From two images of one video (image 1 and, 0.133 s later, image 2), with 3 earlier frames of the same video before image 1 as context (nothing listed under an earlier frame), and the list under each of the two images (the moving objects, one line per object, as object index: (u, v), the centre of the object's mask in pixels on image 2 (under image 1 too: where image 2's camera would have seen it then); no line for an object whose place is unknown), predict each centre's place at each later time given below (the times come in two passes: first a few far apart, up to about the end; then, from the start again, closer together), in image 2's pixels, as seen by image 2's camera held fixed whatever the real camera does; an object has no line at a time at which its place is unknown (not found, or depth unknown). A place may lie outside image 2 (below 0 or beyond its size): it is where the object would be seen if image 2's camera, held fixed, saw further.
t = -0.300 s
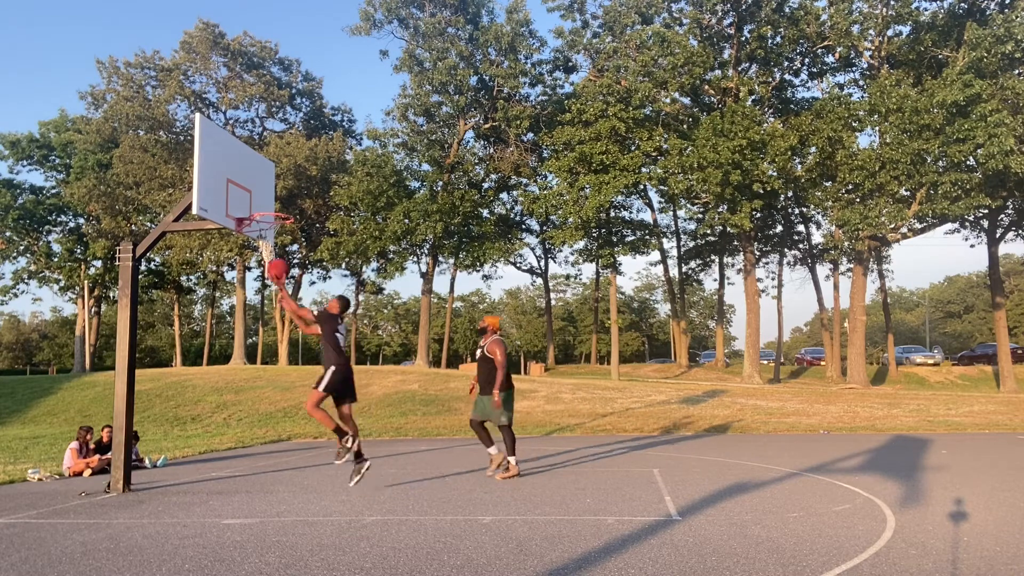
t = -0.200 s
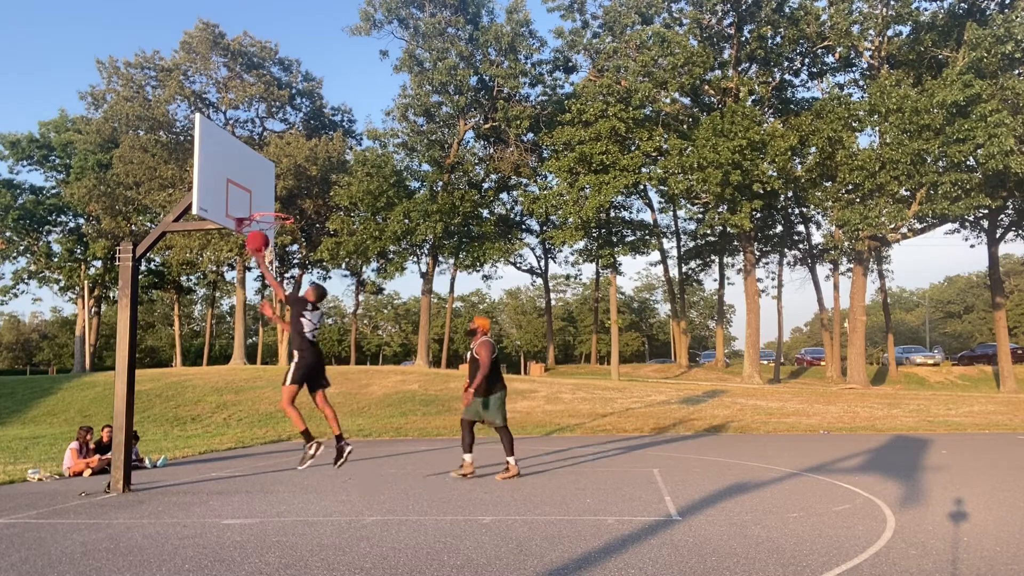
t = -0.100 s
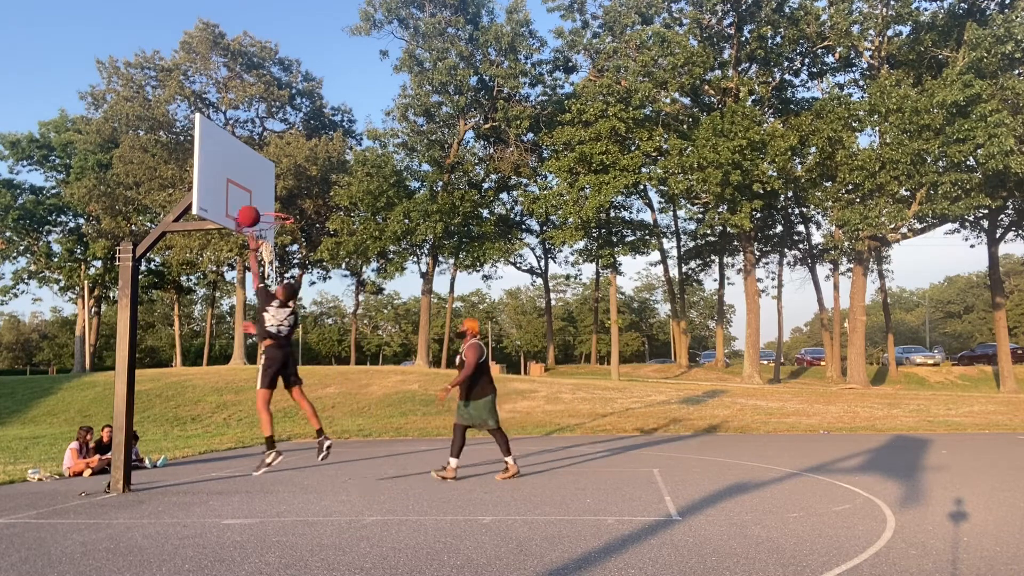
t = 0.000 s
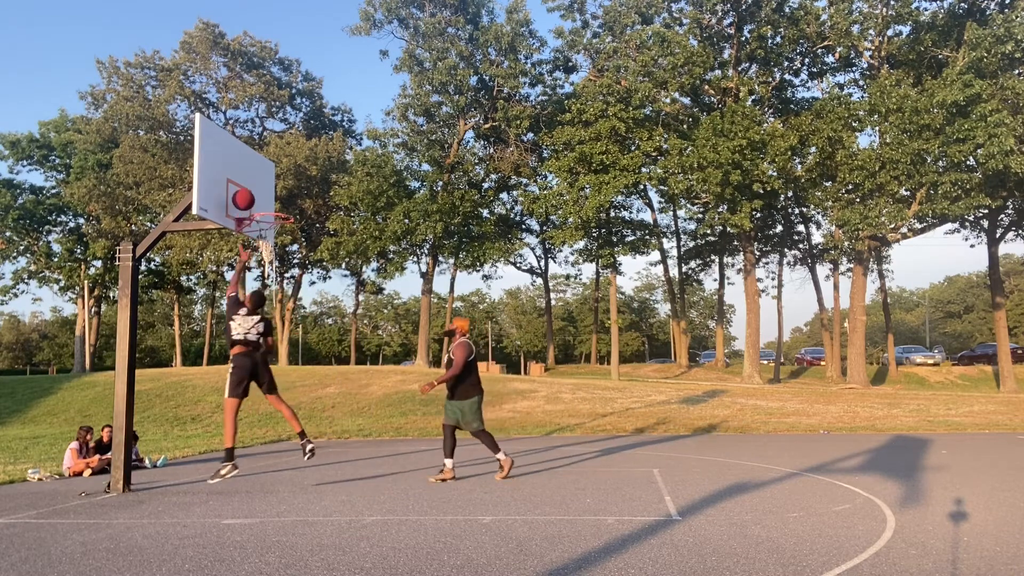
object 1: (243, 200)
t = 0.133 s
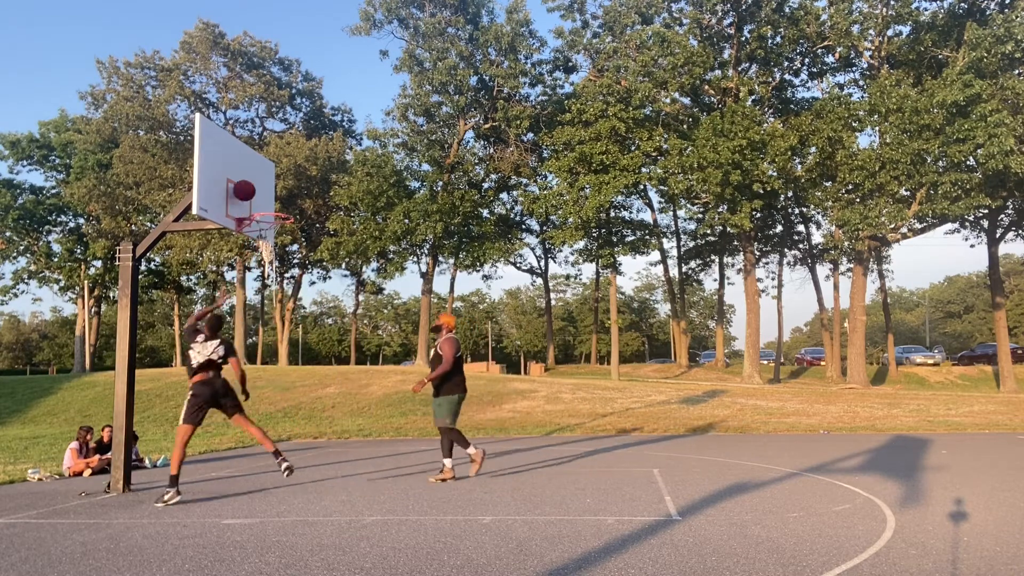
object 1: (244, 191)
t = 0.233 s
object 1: (256, 192)
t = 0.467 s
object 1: (278, 223)
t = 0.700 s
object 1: (257, 276)
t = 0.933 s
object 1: (235, 386)
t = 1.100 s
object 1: (216, 487)
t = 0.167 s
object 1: (248, 190)
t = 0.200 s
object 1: (252, 191)
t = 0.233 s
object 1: (256, 192)
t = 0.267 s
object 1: (260, 194)
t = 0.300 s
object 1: (265, 197)
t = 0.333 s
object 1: (268, 201)
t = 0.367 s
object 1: (272, 205)
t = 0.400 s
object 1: (276, 212)
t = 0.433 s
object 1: (281, 219)
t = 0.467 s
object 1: (278, 223)
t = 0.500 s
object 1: (275, 227)
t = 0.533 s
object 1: (272, 232)
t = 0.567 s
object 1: (269, 239)
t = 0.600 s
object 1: (266, 247)
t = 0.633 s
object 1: (263, 256)
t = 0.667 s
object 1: (260, 266)
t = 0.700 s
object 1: (257, 276)
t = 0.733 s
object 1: (254, 289)
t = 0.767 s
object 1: (250, 302)
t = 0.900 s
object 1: (238, 367)
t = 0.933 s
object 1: (235, 386)
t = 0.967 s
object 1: (231, 407)
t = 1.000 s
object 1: (227, 429)
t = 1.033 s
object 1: (223, 454)
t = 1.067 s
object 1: (219, 479)
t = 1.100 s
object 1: (216, 487)
